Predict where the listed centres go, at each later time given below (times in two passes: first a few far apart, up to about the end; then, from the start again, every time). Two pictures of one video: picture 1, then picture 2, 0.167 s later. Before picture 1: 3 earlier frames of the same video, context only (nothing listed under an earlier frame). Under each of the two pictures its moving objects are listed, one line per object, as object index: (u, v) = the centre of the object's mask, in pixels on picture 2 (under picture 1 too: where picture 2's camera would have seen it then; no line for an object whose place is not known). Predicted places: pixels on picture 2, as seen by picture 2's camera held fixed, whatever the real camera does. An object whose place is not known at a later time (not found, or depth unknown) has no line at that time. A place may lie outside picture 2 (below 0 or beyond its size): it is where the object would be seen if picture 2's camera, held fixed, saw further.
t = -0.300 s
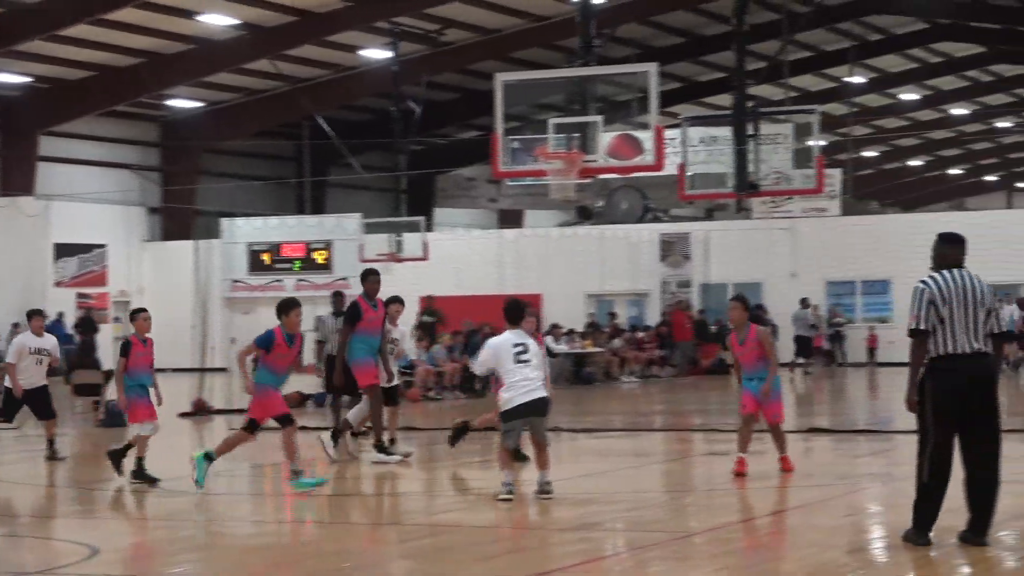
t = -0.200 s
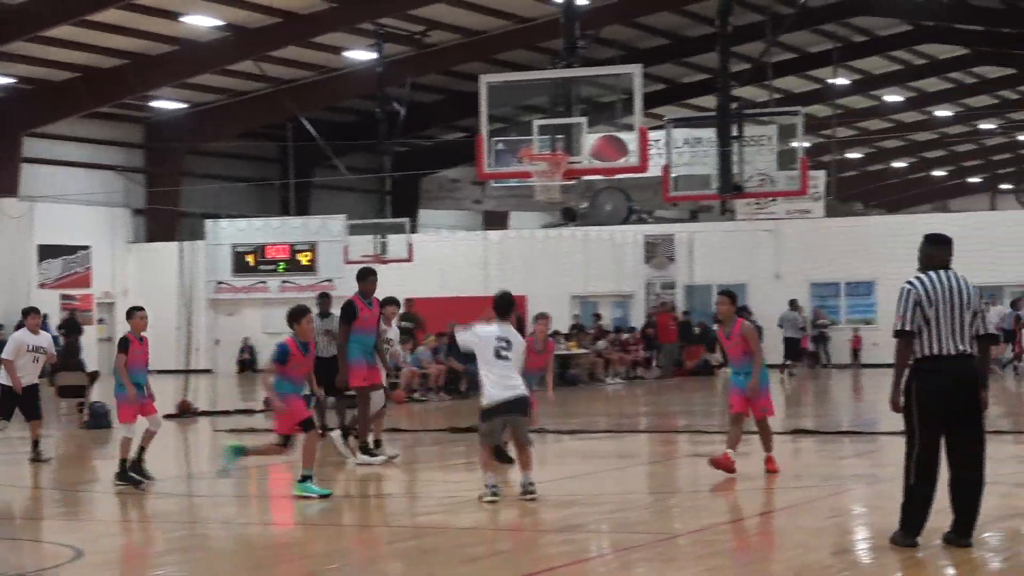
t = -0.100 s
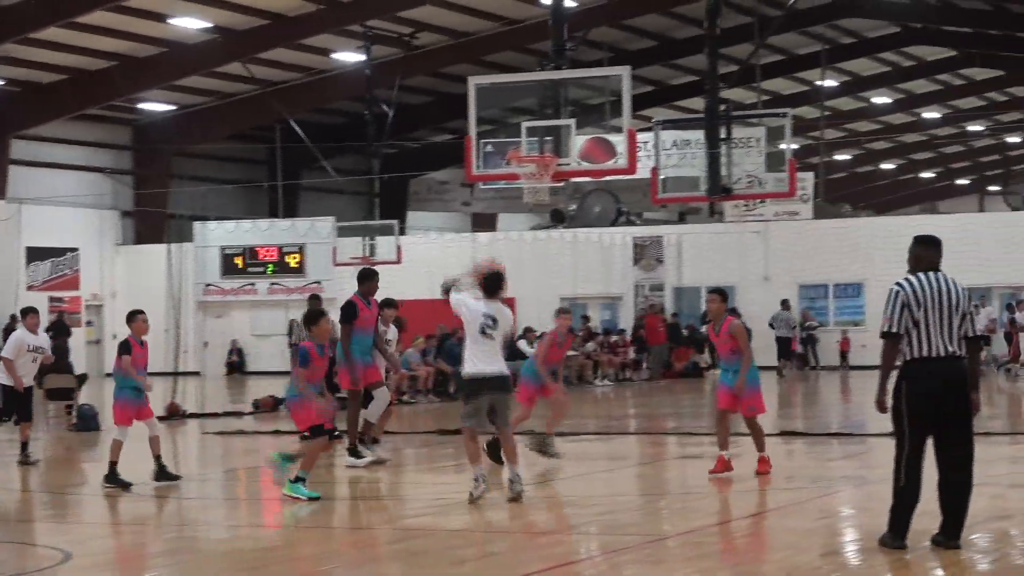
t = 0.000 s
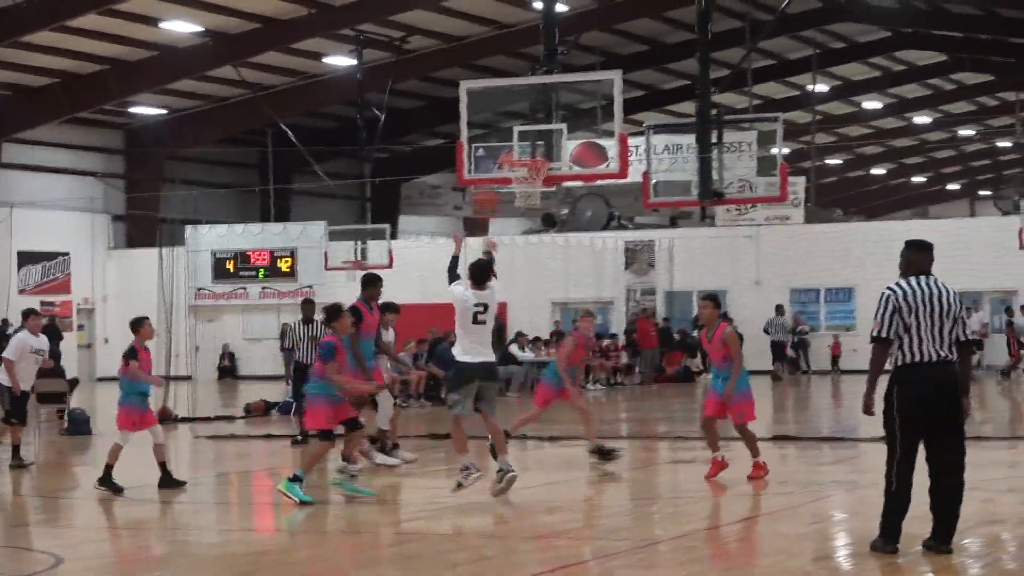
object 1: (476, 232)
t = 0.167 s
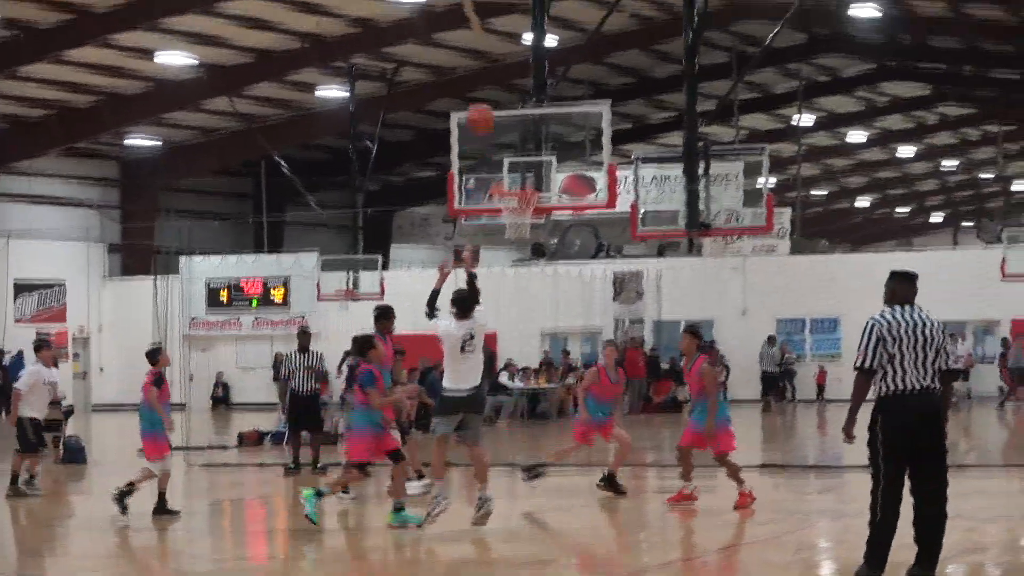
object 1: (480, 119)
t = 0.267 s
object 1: (482, 69)
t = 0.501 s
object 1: (488, 11)
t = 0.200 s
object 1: (481, 99)
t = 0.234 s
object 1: (482, 85)
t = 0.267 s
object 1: (482, 69)
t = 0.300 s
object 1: (484, 56)
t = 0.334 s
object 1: (485, 46)
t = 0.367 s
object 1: (485, 35)
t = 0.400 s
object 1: (486, 29)
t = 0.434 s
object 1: (486, 22)
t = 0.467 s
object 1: (487, 16)
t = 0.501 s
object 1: (488, 11)
